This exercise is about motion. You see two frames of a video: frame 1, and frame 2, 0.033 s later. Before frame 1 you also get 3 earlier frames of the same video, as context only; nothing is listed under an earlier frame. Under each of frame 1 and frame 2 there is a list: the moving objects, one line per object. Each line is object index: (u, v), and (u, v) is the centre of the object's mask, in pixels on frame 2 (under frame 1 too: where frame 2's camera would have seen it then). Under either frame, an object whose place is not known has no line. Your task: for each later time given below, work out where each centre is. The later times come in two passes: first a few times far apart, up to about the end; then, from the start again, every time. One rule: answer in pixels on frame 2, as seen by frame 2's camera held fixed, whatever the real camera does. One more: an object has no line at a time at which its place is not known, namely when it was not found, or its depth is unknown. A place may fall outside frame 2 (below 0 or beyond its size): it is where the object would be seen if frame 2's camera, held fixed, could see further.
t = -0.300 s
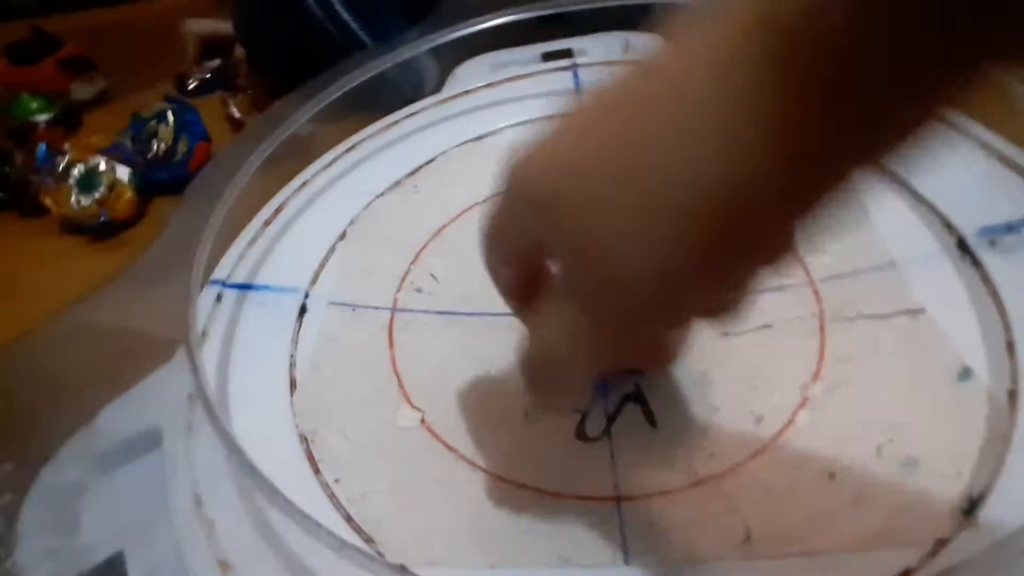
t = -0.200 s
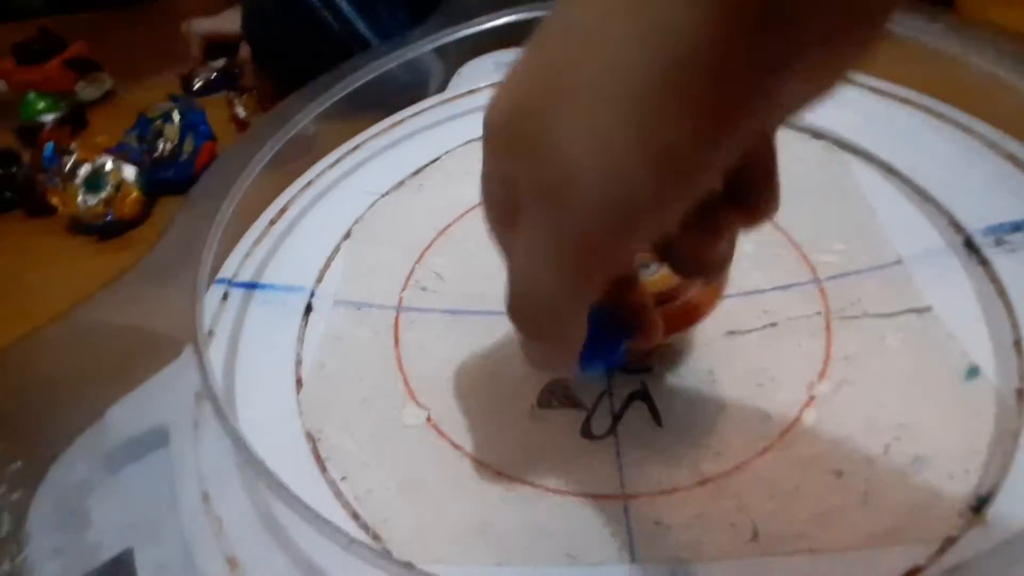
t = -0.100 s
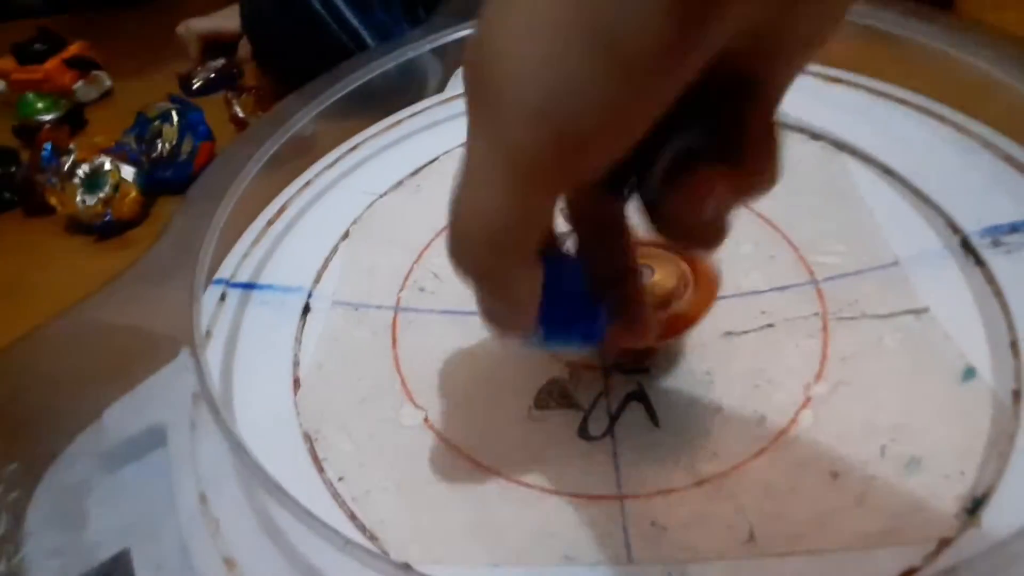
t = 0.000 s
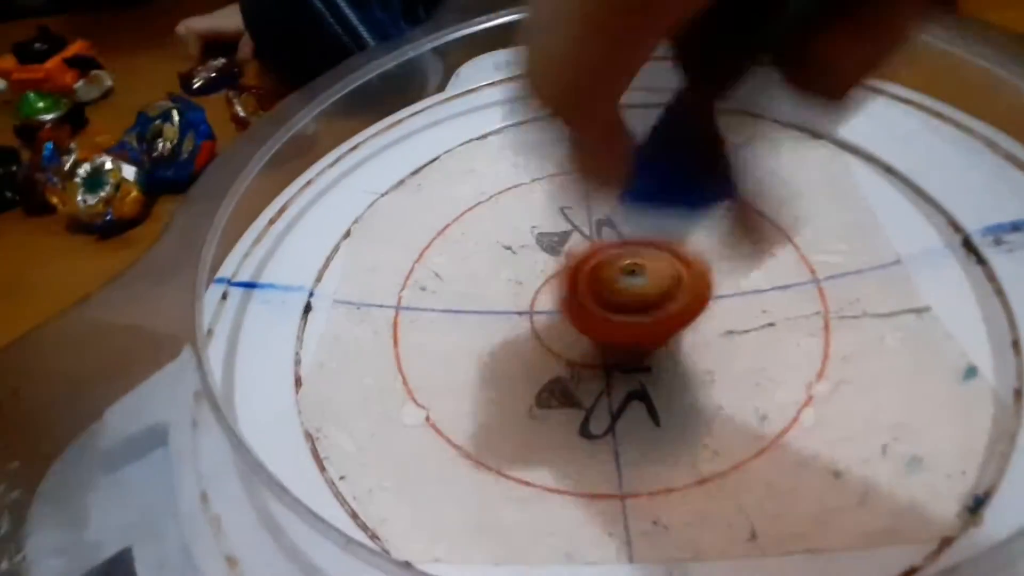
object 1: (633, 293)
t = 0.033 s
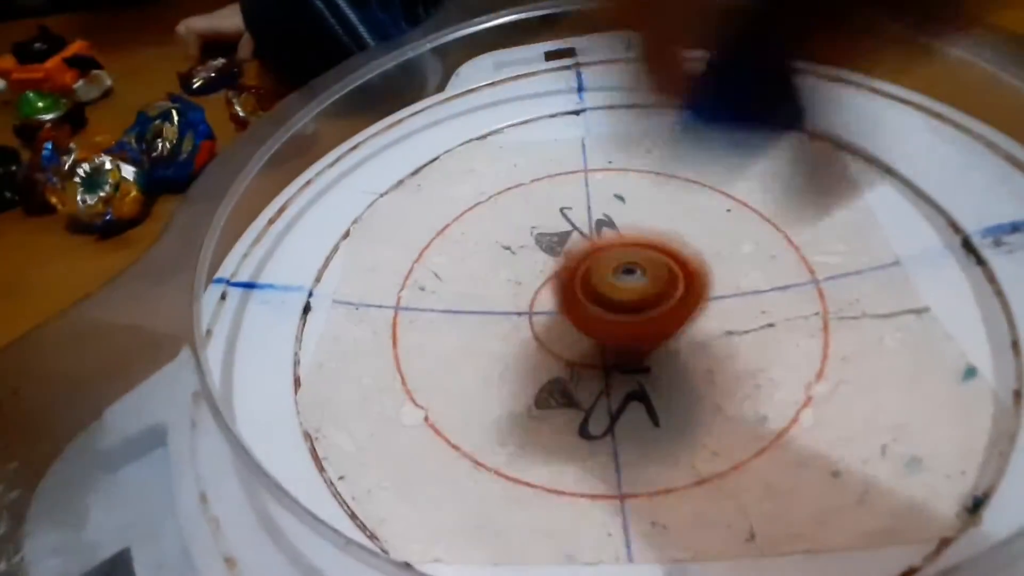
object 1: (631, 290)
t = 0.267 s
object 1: (611, 283)
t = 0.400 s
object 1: (602, 275)
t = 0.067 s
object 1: (627, 289)
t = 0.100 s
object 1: (625, 290)
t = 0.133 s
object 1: (621, 289)
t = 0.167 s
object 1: (619, 288)
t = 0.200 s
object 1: (617, 287)
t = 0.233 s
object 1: (612, 284)
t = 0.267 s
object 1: (611, 283)
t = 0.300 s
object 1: (608, 280)
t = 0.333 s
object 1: (606, 278)
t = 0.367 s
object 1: (605, 278)
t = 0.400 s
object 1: (602, 275)
